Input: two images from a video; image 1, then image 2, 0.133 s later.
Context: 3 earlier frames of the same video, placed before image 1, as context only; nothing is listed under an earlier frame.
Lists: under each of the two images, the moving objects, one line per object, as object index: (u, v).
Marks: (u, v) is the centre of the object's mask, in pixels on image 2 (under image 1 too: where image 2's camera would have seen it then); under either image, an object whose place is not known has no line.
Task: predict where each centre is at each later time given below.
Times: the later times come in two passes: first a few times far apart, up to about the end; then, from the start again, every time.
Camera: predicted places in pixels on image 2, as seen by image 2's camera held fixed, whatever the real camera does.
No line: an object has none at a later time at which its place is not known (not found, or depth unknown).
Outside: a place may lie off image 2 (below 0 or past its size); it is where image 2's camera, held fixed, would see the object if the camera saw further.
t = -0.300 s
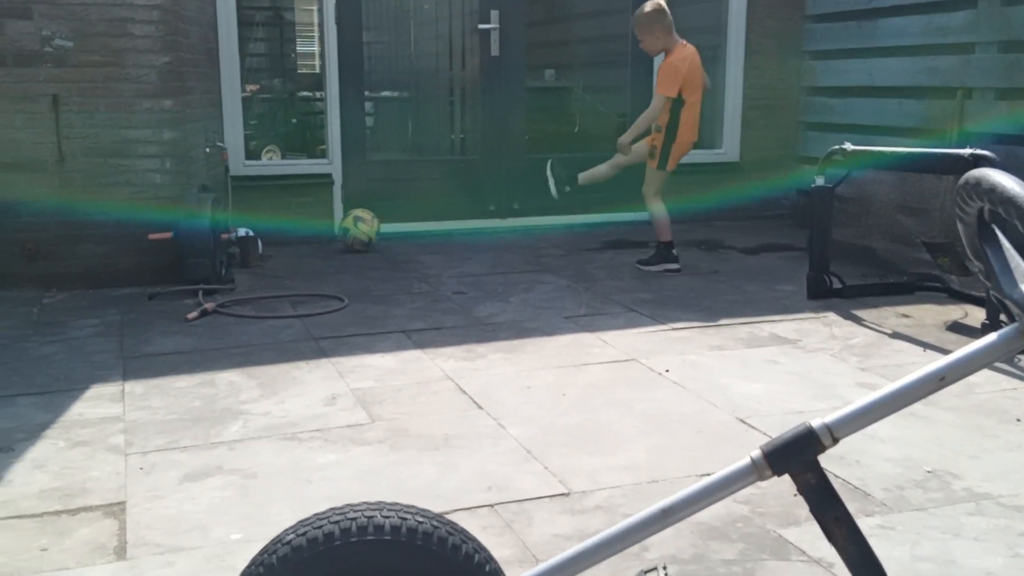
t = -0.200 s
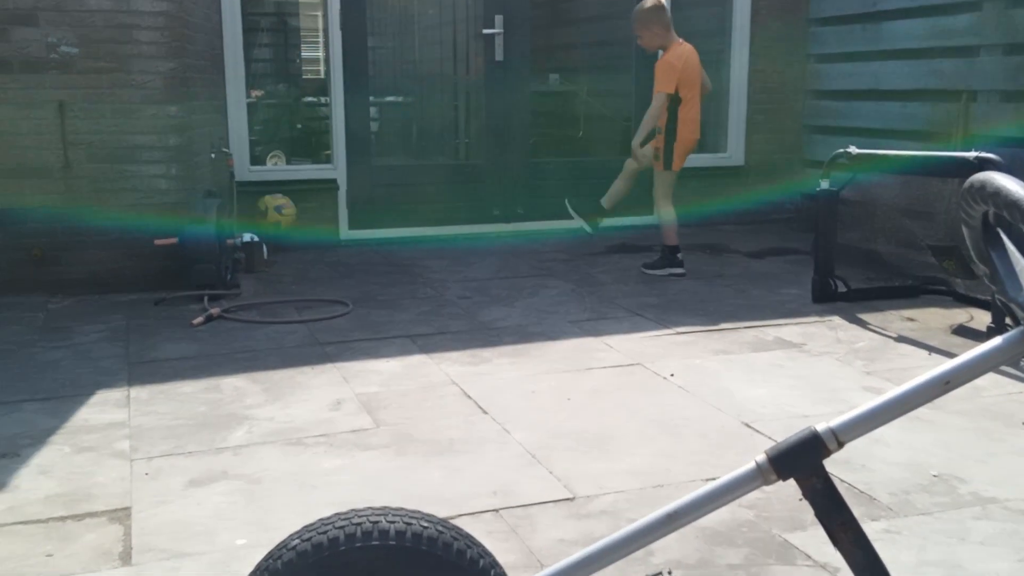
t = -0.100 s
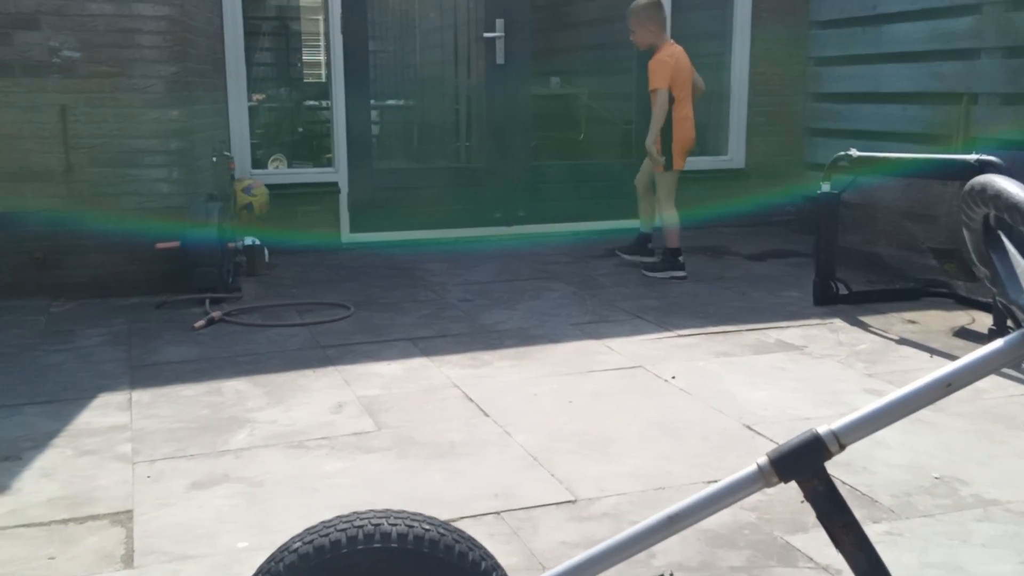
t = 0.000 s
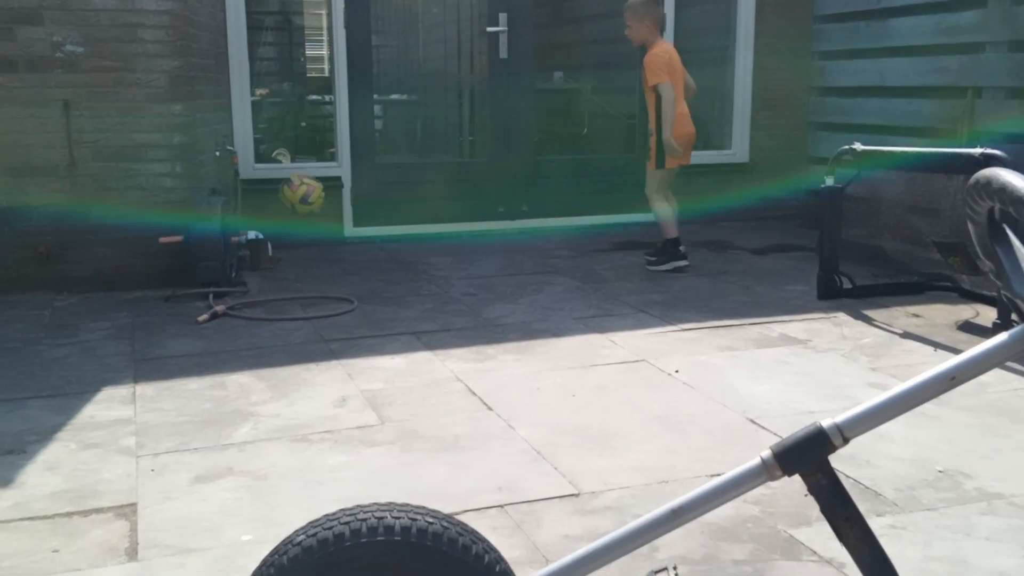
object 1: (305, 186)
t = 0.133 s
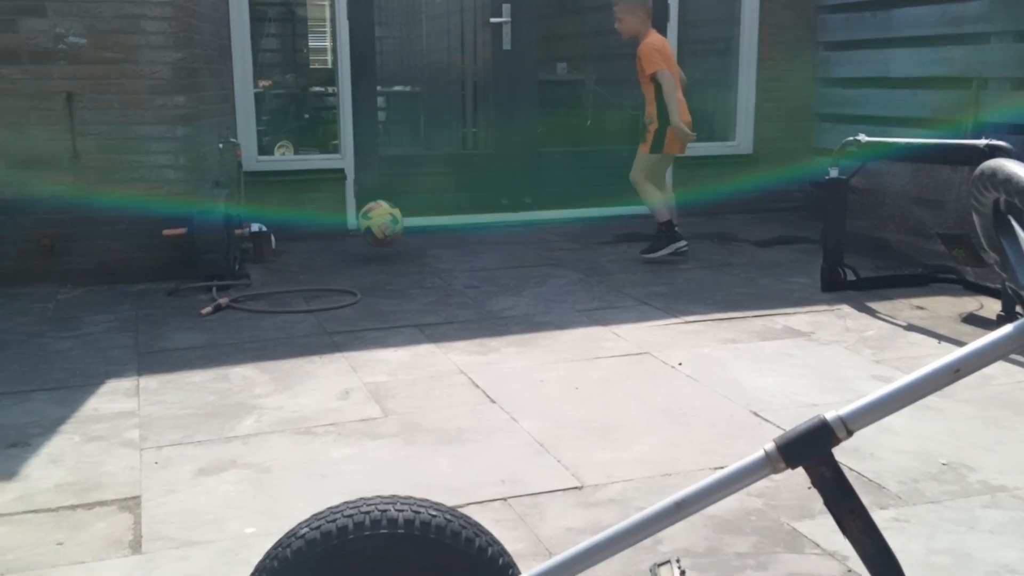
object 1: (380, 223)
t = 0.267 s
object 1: (425, 210)
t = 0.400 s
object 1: (456, 203)
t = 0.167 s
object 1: (399, 239)
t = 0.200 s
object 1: (408, 229)
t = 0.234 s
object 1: (415, 219)
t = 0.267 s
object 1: (425, 210)
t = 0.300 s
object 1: (433, 205)
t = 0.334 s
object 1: (441, 203)
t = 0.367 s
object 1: (448, 202)
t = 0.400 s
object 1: (456, 203)
